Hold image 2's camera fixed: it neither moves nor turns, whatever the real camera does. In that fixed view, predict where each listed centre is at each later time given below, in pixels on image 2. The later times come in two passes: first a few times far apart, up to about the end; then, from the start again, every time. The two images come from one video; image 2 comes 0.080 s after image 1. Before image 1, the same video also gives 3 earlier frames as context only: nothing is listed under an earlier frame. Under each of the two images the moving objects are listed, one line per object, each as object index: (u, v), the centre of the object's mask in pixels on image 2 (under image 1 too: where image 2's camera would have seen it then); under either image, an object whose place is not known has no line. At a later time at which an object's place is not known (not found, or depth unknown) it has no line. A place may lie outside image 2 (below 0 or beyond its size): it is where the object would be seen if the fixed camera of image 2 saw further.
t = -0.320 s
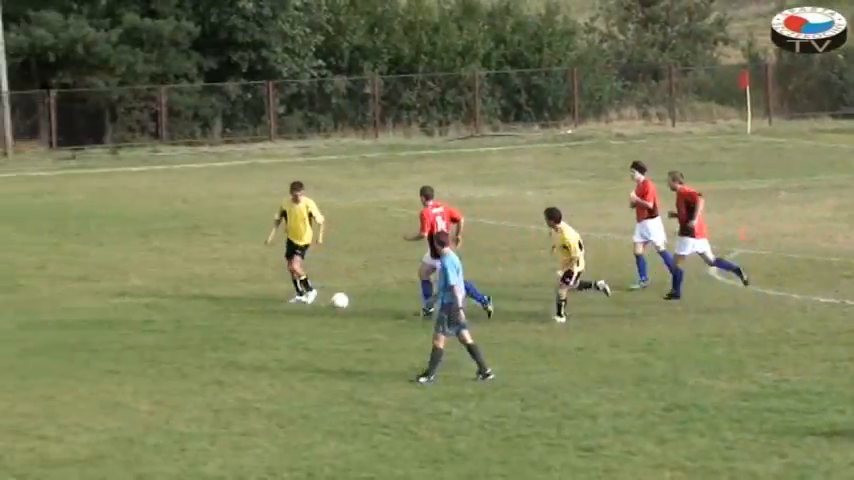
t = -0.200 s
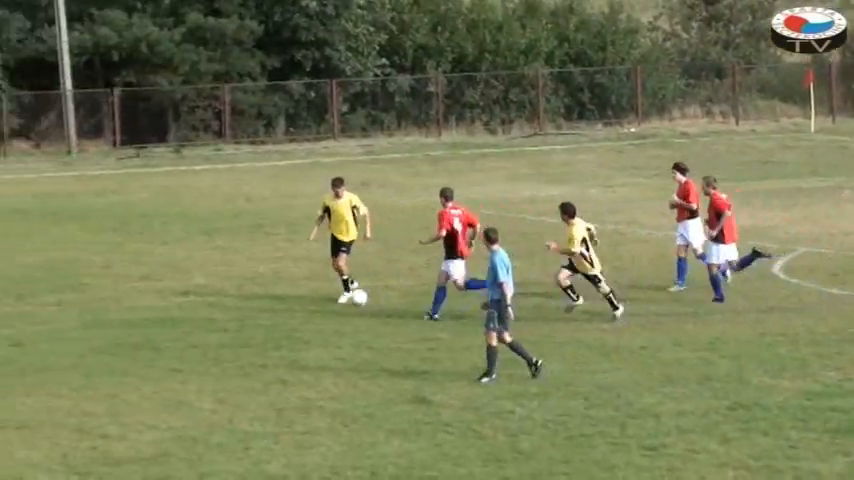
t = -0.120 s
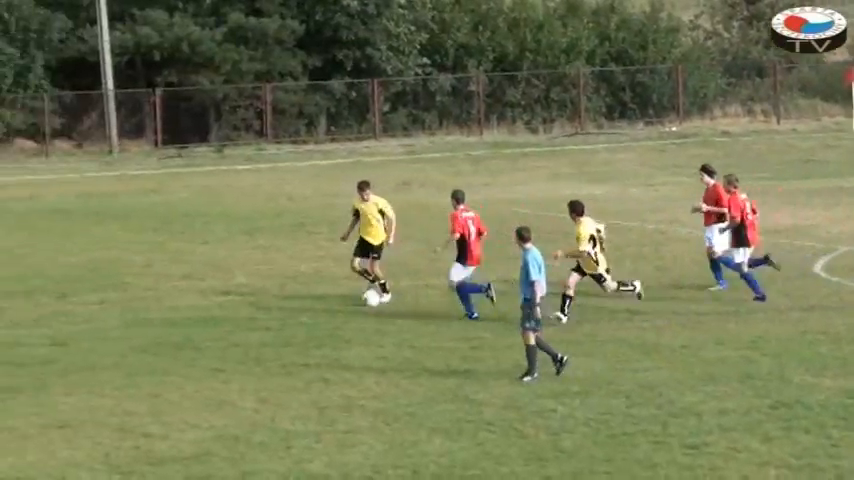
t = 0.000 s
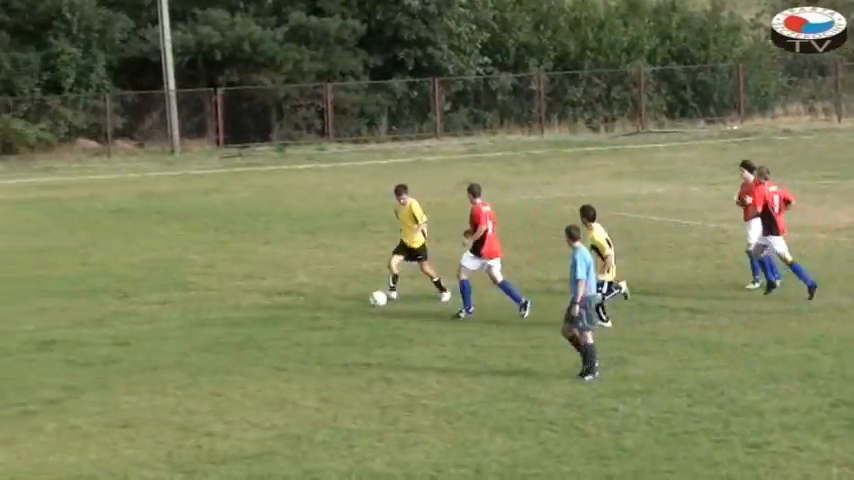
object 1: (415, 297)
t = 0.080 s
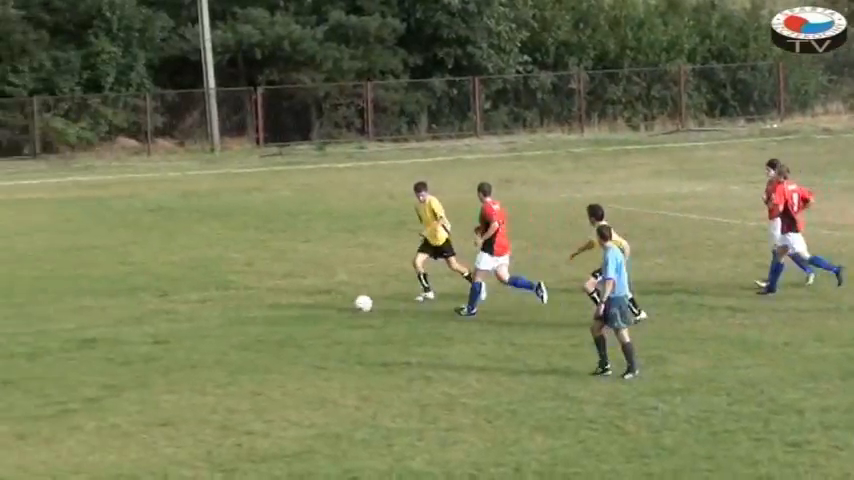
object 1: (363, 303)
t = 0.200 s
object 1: (284, 313)
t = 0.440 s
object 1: (142, 330)
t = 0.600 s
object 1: (58, 342)
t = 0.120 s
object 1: (337, 306)
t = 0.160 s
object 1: (310, 310)
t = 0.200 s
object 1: (284, 313)
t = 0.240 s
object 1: (259, 316)
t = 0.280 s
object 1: (235, 318)
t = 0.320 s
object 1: (210, 322)
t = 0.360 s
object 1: (188, 324)
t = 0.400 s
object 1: (165, 326)
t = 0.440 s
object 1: (142, 330)
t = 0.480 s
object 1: (120, 334)
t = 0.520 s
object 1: (99, 337)
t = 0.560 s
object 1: (78, 339)
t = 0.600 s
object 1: (58, 342)
